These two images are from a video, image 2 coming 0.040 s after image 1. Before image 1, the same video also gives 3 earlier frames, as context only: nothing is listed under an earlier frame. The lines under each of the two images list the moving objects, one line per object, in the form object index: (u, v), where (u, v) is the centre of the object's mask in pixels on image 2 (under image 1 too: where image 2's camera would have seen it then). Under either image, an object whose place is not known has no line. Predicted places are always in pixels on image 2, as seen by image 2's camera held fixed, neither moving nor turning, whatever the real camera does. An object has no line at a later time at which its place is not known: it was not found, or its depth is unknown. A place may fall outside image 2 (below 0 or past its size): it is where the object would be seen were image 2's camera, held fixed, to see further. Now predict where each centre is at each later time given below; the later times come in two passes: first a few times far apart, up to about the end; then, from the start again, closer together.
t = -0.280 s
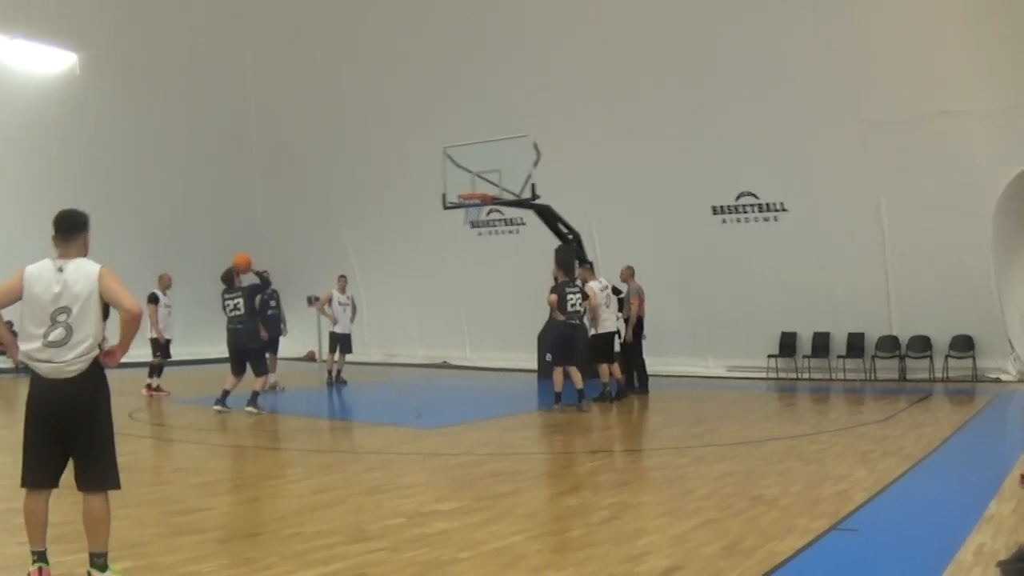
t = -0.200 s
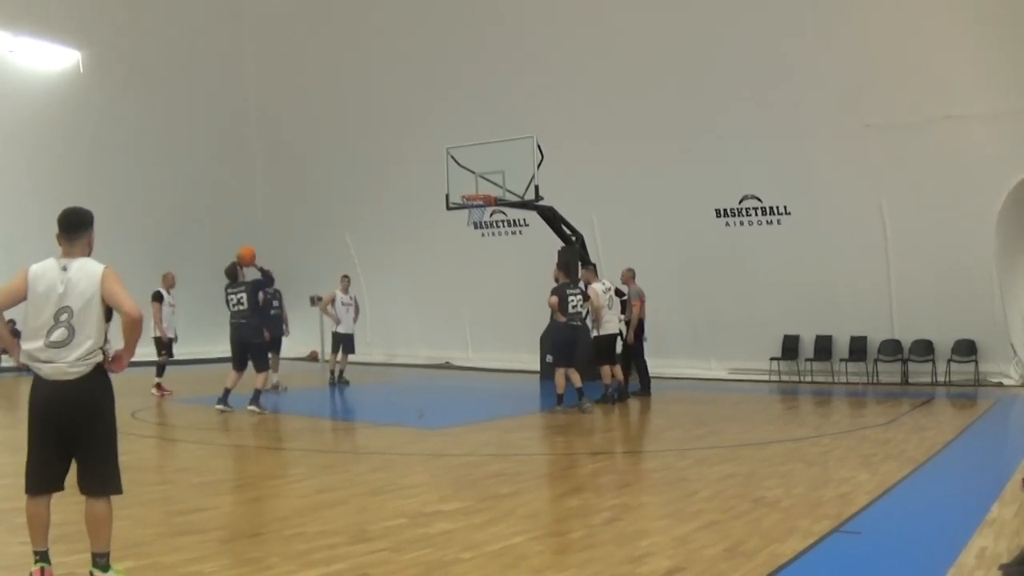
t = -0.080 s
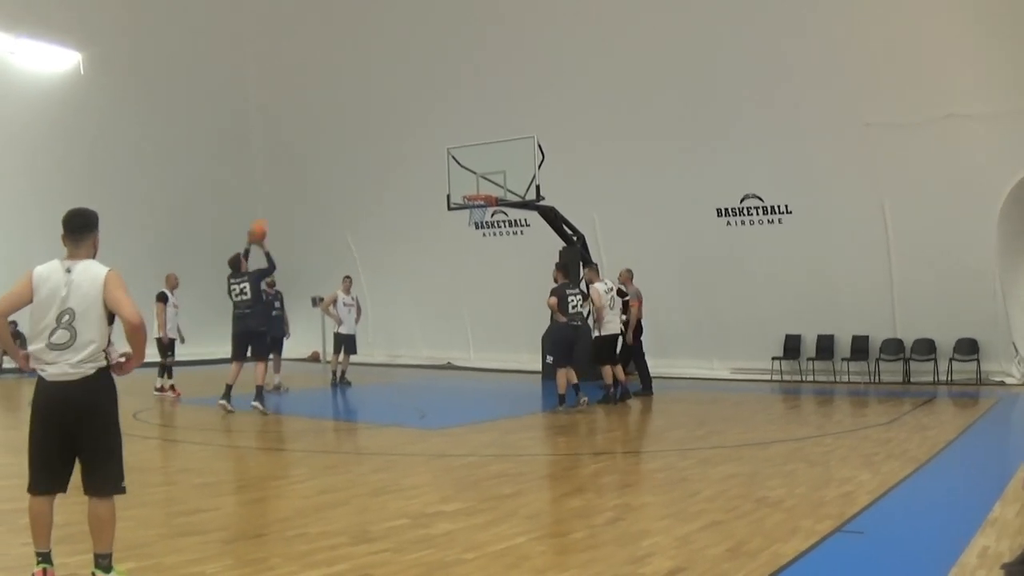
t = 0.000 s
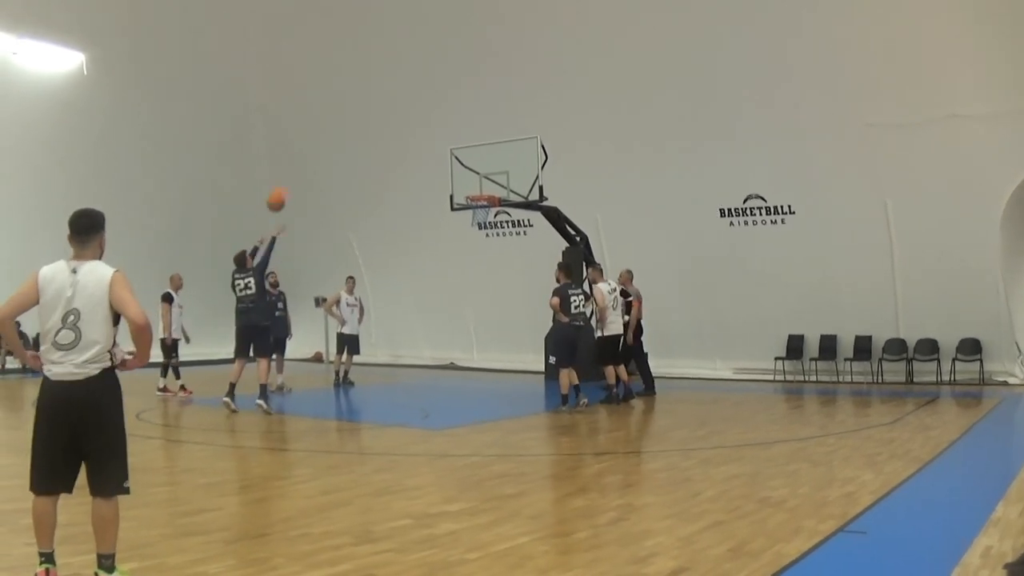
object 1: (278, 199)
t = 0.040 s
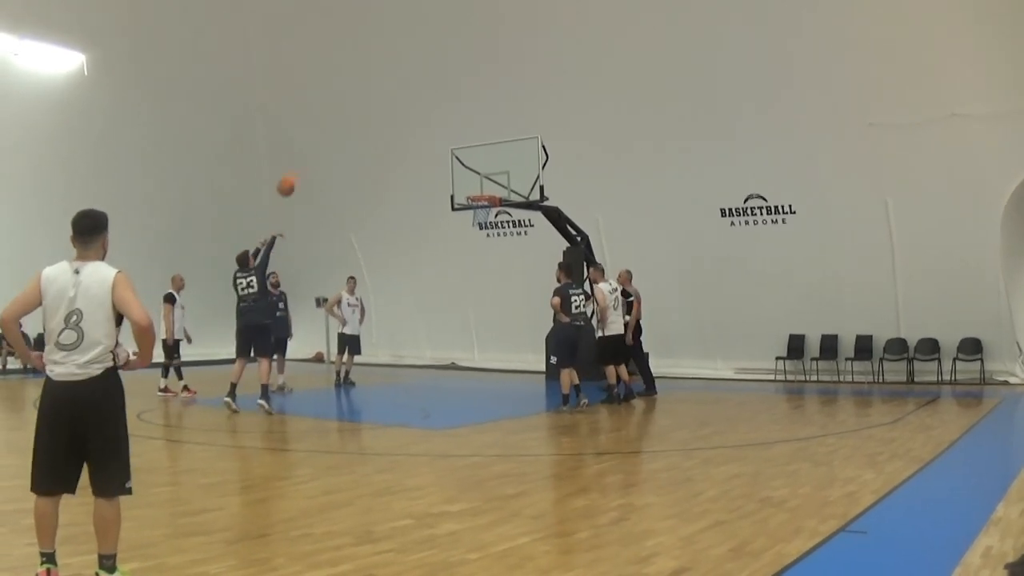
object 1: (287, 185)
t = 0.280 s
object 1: (338, 121)
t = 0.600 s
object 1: (397, 102)
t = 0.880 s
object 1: (443, 140)
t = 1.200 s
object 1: (484, 201)
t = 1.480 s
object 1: (481, 229)
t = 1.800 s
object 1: (472, 308)
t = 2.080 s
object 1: (462, 357)
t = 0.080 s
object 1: (296, 171)
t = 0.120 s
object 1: (305, 157)
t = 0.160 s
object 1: (313, 147)
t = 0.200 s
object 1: (321, 137)
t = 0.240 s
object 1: (329, 128)
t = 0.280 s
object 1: (338, 121)
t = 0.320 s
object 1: (345, 114)
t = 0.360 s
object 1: (353, 109)
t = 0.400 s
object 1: (362, 105)
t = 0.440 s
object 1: (368, 103)
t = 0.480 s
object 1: (376, 101)
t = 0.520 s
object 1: (383, 101)
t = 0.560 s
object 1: (389, 101)
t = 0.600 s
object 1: (397, 102)
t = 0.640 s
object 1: (403, 105)
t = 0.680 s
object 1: (410, 108)
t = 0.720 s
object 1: (417, 113)
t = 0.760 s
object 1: (423, 118)
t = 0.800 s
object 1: (429, 124)
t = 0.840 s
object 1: (436, 132)
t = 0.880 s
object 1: (443, 140)
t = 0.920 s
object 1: (449, 149)
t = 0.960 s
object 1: (455, 159)
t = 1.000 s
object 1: (461, 170)
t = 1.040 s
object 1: (467, 182)
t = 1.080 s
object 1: (473, 191)
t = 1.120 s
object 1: (479, 195)
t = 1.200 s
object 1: (484, 201)
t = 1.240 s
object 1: (486, 206)
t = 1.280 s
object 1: (486, 209)
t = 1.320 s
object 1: (485, 213)
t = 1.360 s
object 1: (484, 215)
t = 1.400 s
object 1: (483, 219)
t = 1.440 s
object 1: (482, 224)
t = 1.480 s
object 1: (481, 229)
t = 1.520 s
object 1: (480, 235)
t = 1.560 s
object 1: (478, 243)
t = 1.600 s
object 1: (477, 251)
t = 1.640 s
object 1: (476, 260)
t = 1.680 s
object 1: (475, 271)
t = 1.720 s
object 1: (474, 282)
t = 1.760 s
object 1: (473, 295)
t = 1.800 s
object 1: (472, 308)
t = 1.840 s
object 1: (470, 323)
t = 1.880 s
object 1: (469, 338)
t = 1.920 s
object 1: (468, 355)
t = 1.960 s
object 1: (466, 373)
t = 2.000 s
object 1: (465, 382)
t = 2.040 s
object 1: (464, 370)
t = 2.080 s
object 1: (462, 357)
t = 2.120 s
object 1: (460, 345)
